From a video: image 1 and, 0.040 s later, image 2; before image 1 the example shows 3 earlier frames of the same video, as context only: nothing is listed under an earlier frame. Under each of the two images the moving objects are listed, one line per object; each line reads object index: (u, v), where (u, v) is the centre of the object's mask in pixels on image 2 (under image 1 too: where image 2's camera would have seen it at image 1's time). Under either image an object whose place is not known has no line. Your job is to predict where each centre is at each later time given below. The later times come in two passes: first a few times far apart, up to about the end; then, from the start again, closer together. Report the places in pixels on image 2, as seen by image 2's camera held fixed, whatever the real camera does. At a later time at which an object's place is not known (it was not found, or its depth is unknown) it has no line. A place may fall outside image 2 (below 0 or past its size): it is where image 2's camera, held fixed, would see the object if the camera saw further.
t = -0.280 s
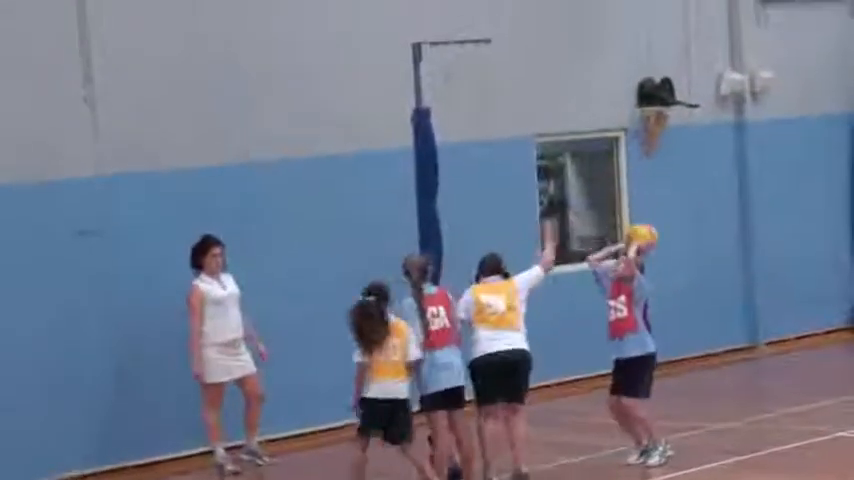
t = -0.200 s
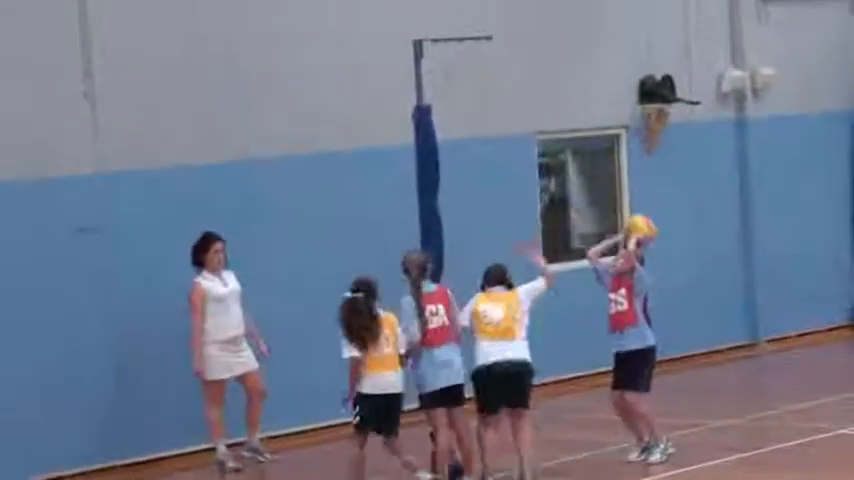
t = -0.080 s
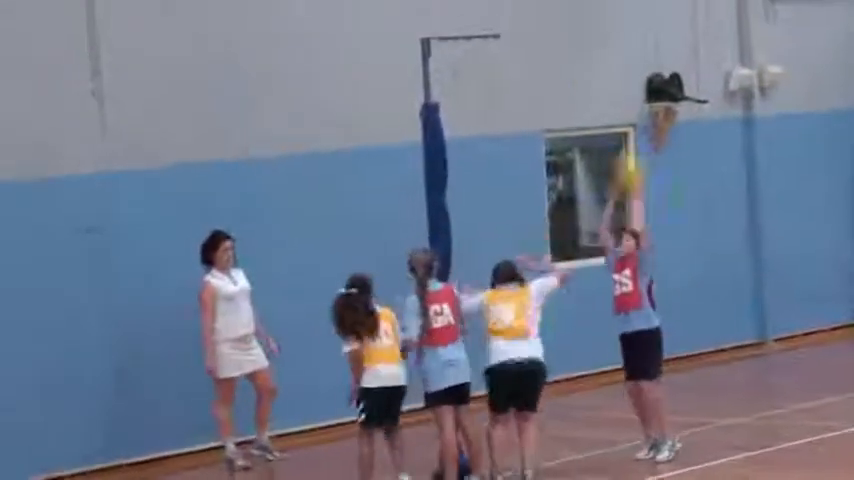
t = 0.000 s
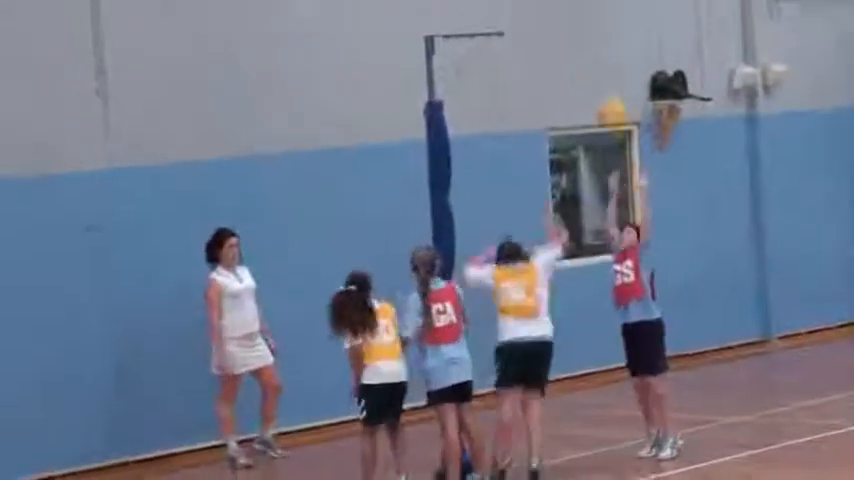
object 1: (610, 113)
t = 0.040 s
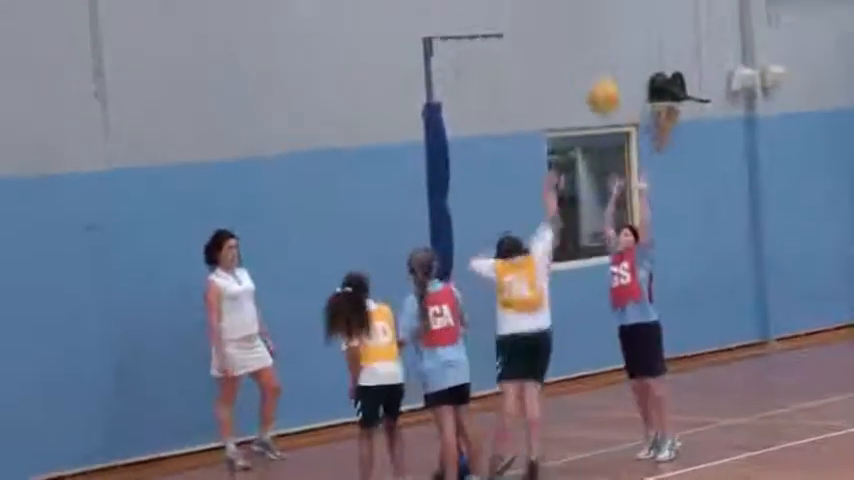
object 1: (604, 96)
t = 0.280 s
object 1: (548, -1)
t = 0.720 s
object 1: (468, 35)
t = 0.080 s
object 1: (594, 75)
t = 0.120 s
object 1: (584, 57)
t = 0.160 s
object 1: (575, 39)
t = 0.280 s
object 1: (548, -1)
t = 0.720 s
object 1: (468, 35)
